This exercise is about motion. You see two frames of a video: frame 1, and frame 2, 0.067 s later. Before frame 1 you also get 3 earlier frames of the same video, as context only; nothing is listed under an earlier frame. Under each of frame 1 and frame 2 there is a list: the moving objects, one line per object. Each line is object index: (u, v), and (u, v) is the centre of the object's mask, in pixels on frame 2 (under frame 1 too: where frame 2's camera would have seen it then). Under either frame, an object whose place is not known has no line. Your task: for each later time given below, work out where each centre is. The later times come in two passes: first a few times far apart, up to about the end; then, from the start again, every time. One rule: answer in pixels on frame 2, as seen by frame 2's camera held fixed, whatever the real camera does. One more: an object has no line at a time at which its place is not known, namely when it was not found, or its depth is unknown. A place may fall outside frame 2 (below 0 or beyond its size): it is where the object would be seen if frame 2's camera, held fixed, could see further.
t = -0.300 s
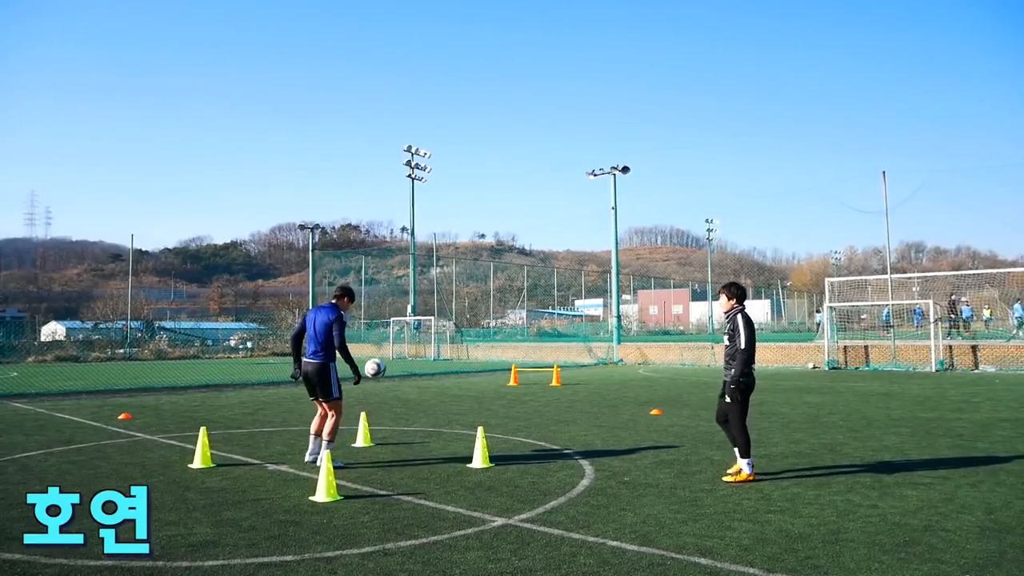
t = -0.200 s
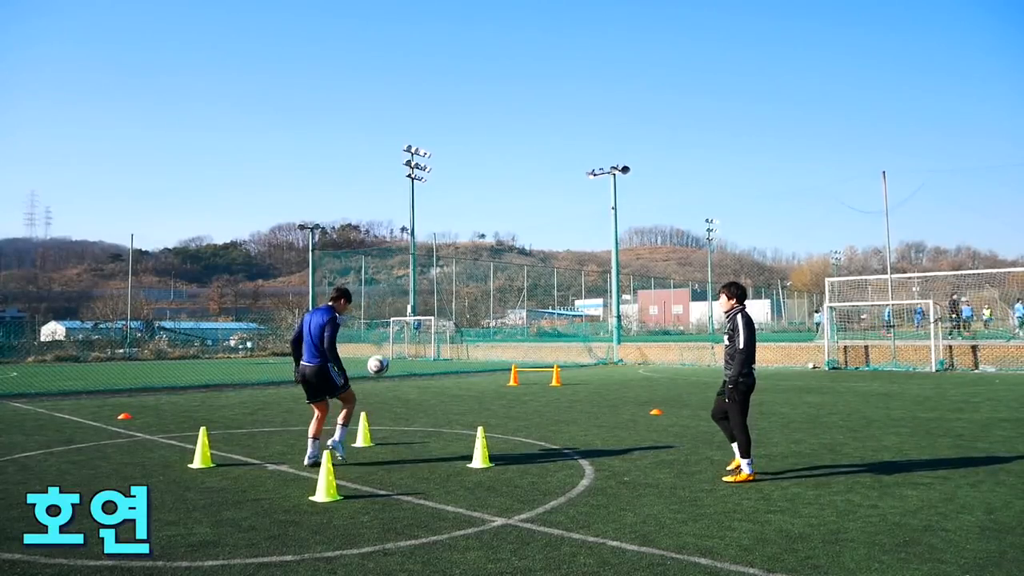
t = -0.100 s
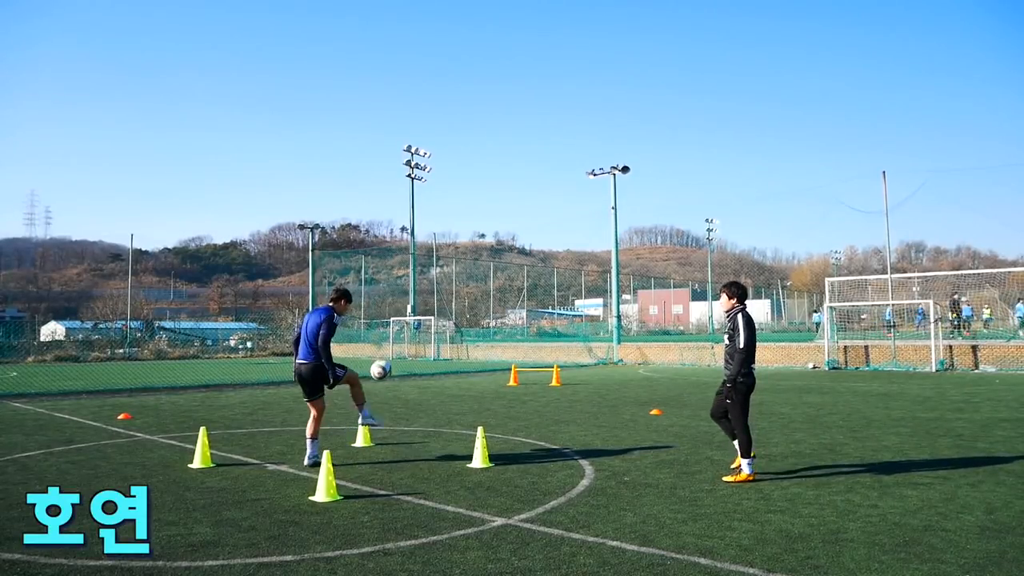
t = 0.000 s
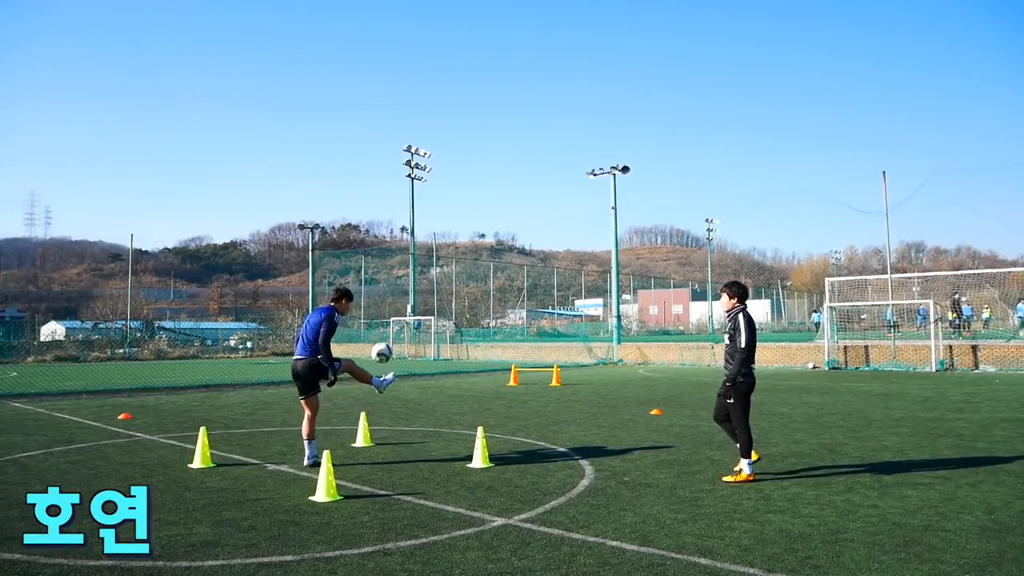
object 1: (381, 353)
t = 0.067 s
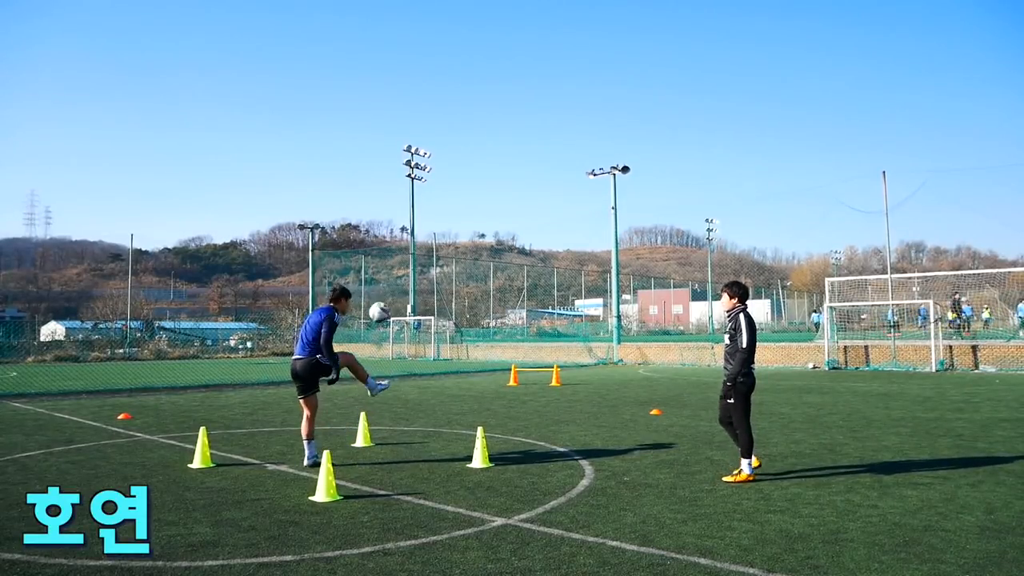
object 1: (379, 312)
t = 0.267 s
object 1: (375, 215)
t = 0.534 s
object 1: (369, 141)
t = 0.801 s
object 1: (363, 132)
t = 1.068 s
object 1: (357, 193)
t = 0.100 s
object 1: (378, 294)
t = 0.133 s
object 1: (378, 276)
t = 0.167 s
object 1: (376, 259)
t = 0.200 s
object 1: (376, 243)
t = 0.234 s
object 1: (376, 229)
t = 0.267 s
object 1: (375, 215)
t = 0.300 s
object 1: (375, 202)
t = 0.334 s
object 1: (374, 191)
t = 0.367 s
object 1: (373, 180)
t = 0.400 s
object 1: (372, 170)
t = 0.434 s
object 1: (372, 161)
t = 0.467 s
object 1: (371, 153)
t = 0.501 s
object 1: (370, 146)
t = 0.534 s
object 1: (369, 141)
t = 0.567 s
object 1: (369, 136)
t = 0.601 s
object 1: (368, 133)
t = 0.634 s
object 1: (367, 131)
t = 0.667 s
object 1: (366, 129)
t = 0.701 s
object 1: (366, 128)
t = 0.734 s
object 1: (365, 129)
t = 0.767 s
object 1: (364, 130)
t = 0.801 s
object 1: (363, 132)
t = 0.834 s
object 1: (362, 136)
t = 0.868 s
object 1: (361, 140)
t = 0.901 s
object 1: (361, 146)
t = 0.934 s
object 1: (360, 153)
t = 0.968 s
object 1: (359, 161)
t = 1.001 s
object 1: (358, 171)
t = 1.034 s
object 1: (357, 181)
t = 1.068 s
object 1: (357, 193)
